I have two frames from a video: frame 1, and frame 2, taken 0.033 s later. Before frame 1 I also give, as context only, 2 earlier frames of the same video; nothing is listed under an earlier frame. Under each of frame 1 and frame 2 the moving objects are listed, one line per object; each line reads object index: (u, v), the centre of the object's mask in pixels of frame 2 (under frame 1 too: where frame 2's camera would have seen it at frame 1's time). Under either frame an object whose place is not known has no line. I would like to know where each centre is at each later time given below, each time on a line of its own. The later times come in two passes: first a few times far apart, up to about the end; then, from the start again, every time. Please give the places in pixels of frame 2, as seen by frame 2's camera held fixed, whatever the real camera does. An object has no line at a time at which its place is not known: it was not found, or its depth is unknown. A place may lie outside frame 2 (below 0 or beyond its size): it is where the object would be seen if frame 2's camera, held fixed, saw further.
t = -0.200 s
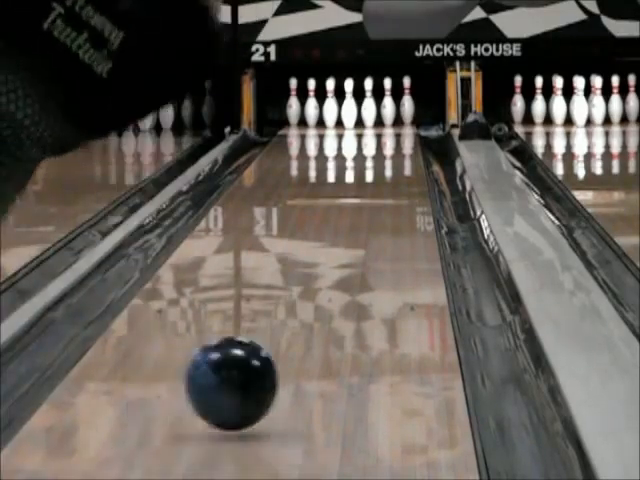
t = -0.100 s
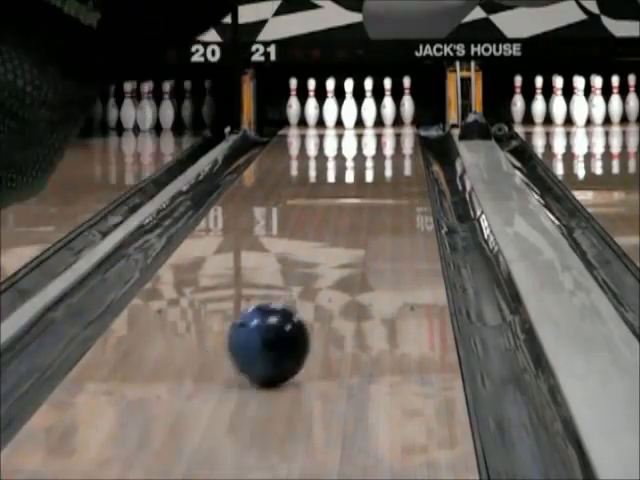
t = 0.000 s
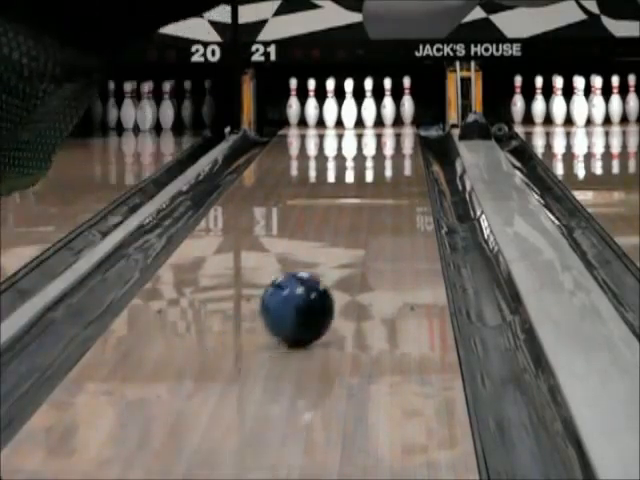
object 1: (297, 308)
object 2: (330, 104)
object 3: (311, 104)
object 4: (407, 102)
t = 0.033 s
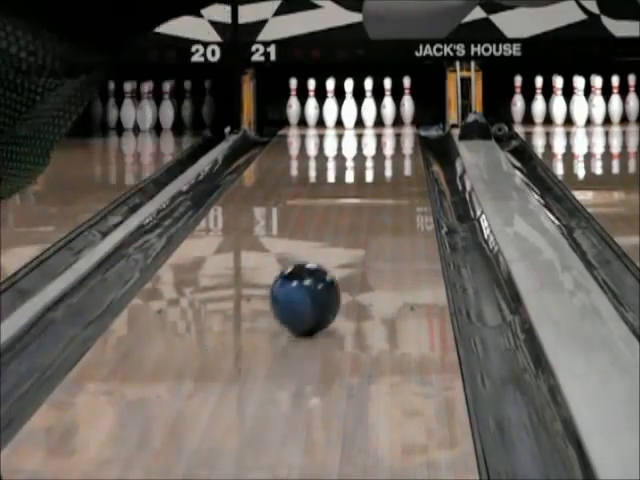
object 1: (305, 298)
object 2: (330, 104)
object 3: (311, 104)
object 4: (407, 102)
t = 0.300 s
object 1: (353, 237)
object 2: (330, 103)
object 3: (311, 104)
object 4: (407, 102)
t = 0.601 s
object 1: (383, 192)
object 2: (330, 104)
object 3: (311, 104)
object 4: (407, 102)
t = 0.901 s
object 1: (396, 162)
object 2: (330, 104)
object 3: (311, 104)
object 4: (407, 102)
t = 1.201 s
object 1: (397, 141)
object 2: (330, 104)
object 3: (311, 104)
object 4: (407, 102)
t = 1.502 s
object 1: (381, 125)
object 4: (407, 102)
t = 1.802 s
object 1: (357, 114)
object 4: (407, 102)
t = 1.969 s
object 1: (355, 112)
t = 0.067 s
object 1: (312, 289)
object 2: (330, 103)
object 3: (311, 104)
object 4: (407, 102)
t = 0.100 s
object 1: (319, 280)
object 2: (330, 104)
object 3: (311, 104)
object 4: (407, 102)
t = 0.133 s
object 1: (326, 272)
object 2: (330, 103)
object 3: (311, 104)
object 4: (407, 102)
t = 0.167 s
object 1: (332, 264)
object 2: (330, 103)
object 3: (311, 104)
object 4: (407, 102)
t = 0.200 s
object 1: (338, 256)
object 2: (330, 103)
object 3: (311, 104)
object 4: (407, 102)
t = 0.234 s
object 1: (343, 250)
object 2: (330, 103)
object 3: (311, 104)
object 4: (407, 102)
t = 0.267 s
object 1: (348, 243)
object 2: (330, 104)
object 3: (311, 104)
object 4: (407, 102)
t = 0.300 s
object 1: (353, 237)
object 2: (330, 103)
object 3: (311, 104)
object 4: (407, 102)
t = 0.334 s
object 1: (357, 231)
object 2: (330, 103)
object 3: (311, 104)
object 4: (407, 102)
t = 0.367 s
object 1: (361, 225)
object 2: (330, 104)
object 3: (311, 104)
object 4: (407, 102)
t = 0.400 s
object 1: (364, 219)
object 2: (330, 104)
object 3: (311, 104)
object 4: (407, 102)
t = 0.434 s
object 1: (368, 215)
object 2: (330, 112)
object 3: (311, 112)
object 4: (407, 102)
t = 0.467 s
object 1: (372, 209)
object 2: (330, 104)
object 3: (311, 104)
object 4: (407, 102)
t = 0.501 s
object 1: (375, 205)
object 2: (330, 104)
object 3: (311, 104)
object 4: (407, 102)
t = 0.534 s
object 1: (378, 201)
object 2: (330, 104)
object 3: (311, 104)
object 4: (407, 102)
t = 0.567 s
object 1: (380, 196)
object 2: (330, 104)
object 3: (311, 104)
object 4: (407, 102)
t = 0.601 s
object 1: (383, 192)
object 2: (330, 104)
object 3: (311, 104)
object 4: (407, 102)
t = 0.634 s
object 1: (385, 188)
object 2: (330, 104)
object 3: (311, 104)
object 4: (407, 102)
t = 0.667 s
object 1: (386, 184)
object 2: (330, 104)
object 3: (311, 104)
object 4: (407, 102)
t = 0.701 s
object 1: (388, 180)
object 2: (330, 104)
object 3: (311, 104)
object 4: (407, 102)
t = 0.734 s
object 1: (390, 177)
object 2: (330, 104)
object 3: (311, 104)
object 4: (407, 102)
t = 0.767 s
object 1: (391, 174)
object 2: (330, 104)
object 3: (311, 104)
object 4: (407, 102)
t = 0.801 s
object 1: (393, 170)
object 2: (330, 104)
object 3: (311, 104)
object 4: (407, 102)
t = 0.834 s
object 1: (394, 168)
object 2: (330, 104)
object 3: (311, 104)
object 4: (407, 102)
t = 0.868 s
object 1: (395, 165)
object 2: (330, 104)
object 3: (311, 104)
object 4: (407, 102)
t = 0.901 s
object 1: (396, 162)
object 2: (330, 104)
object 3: (311, 104)
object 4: (407, 102)
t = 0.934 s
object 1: (397, 159)
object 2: (330, 104)
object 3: (311, 104)
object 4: (407, 102)
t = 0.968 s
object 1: (397, 157)
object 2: (330, 104)
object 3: (311, 104)
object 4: (407, 102)
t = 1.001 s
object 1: (398, 154)
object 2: (330, 104)
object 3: (311, 104)
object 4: (407, 102)
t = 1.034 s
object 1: (398, 152)
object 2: (330, 104)
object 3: (311, 104)
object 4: (407, 102)
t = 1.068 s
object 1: (398, 149)
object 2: (330, 104)
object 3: (311, 104)
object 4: (407, 102)
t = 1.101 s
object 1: (398, 147)
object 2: (330, 104)
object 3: (311, 104)
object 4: (407, 102)
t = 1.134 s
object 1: (398, 145)
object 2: (330, 104)
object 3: (311, 104)
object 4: (407, 102)
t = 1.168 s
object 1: (398, 143)
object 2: (330, 104)
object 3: (311, 104)
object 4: (407, 102)
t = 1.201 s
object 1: (397, 141)
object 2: (330, 104)
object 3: (311, 104)
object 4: (407, 102)
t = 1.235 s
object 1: (396, 139)
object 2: (330, 104)
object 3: (311, 104)
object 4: (407, 101)
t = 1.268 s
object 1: (396, 137)
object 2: (330, 104)
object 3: (311, 104)
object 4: (407, 102)
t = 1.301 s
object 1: (394, 135)
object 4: (407, 102)
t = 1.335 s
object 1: (393, 133)
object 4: (407, 102)
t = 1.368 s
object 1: (390, 131)
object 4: (407, 102)
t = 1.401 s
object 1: (388, 130)
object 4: (407, 102)
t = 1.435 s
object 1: (386, 128)
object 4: (407, 102)
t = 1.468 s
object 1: (383, 126)
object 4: (407, 102)
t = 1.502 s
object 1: (381, 125)
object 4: (407, 102)
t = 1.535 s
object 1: (378, 124)
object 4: (407, 102)
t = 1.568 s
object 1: (375, 122)
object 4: (407, 102)
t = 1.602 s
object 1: (372, 121)
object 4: (407, 102)
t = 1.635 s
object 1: (369, 119)
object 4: (407, 102)
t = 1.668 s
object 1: (365, 118)
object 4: (407, 102)
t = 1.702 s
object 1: (362, 117)
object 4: (407, 102)
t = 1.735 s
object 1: (358, 116)
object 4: (407, 102)
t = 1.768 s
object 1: (358, 115)
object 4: (407, 102)
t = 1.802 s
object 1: (357, 114)
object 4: (407, 102)
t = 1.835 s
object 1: (356, 114)
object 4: (407, 101)
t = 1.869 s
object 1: (355, 113)
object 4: (412, 98)
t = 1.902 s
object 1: (356, 113)
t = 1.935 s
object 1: (356, 111)
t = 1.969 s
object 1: (355, 112)
